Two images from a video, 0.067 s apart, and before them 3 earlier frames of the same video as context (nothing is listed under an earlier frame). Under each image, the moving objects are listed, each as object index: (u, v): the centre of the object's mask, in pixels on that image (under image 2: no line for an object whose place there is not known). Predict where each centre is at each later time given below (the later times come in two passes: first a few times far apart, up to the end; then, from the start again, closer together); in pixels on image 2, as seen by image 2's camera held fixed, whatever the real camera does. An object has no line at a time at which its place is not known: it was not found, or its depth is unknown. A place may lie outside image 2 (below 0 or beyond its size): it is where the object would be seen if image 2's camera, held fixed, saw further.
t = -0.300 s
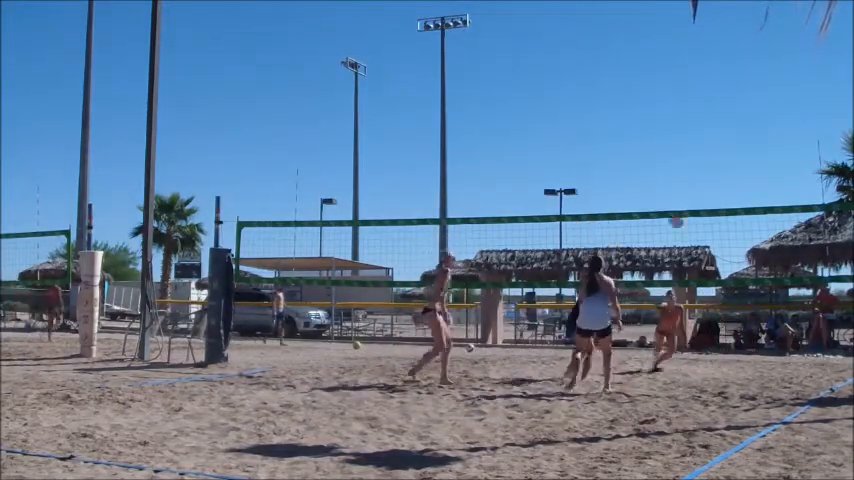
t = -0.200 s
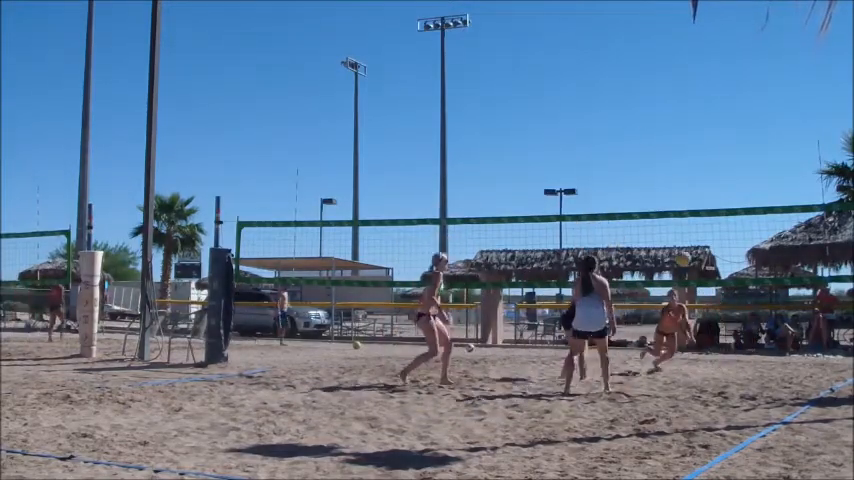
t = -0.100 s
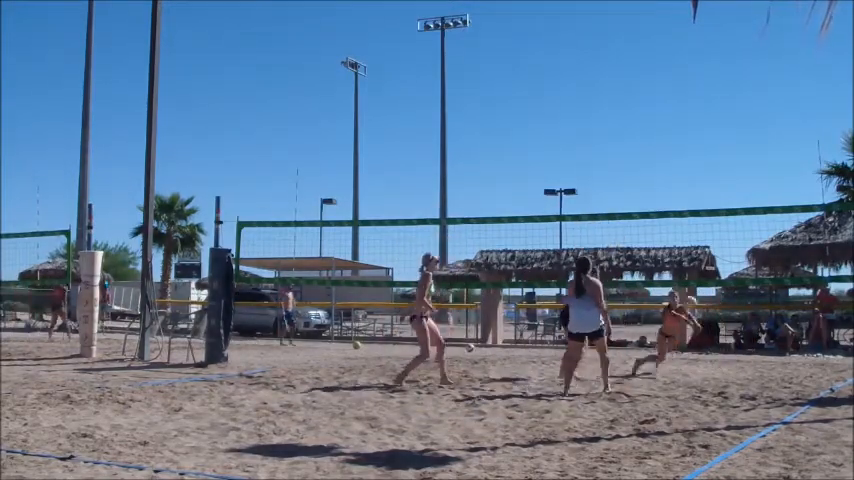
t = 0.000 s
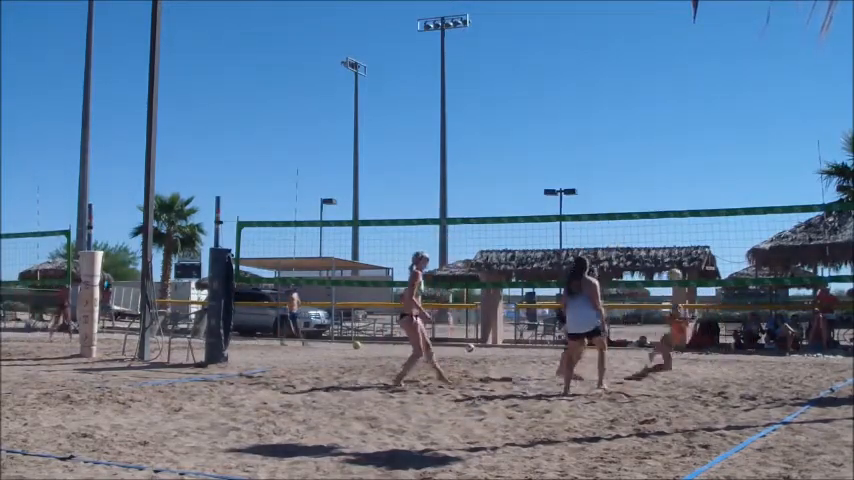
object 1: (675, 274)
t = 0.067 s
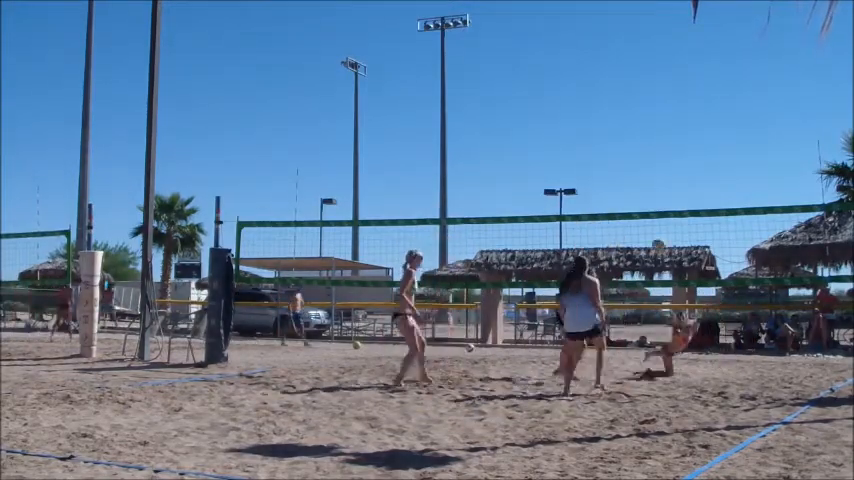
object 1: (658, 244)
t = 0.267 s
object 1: (609, 167)
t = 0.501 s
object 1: (546, 106)
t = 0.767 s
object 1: (464, 85)
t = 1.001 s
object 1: (382, 115)
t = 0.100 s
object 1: (651, 231)
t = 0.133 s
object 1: (643, 217)
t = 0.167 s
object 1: (634, 203)
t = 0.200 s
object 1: (626, 191)
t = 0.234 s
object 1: (618, 178)
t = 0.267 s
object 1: (609, 167)
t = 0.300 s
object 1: (601, 156)
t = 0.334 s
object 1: (592, 146)
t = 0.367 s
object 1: (583, 137)
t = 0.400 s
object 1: (574, 128)
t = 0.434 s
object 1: (565, 120)
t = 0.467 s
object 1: (555, 113)
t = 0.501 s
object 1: (546, 106)
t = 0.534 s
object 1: (536, 101)
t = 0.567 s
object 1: (526, 96)
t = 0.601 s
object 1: (517, 92)
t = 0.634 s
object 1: (507, 88)
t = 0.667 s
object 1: (496, 86)
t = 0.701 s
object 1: (486, 85)
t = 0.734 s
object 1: (475, 84)
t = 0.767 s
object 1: (464, 85)
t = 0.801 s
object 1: (454, 86)
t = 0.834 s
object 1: (442, 88)
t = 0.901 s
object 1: (418, 96)
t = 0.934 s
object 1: (406, 101)
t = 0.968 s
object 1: (394, 107)
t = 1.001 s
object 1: (382, 115)
